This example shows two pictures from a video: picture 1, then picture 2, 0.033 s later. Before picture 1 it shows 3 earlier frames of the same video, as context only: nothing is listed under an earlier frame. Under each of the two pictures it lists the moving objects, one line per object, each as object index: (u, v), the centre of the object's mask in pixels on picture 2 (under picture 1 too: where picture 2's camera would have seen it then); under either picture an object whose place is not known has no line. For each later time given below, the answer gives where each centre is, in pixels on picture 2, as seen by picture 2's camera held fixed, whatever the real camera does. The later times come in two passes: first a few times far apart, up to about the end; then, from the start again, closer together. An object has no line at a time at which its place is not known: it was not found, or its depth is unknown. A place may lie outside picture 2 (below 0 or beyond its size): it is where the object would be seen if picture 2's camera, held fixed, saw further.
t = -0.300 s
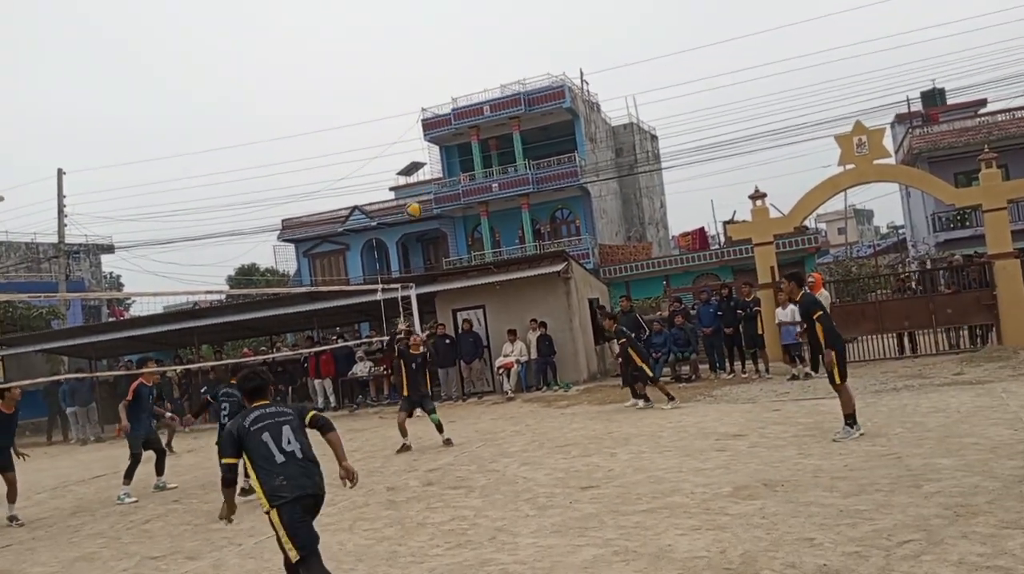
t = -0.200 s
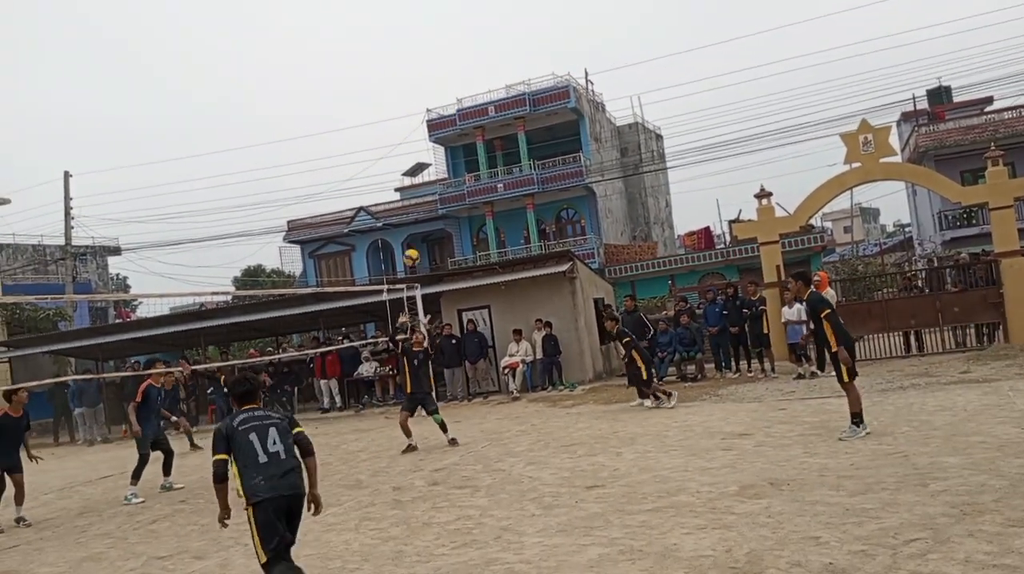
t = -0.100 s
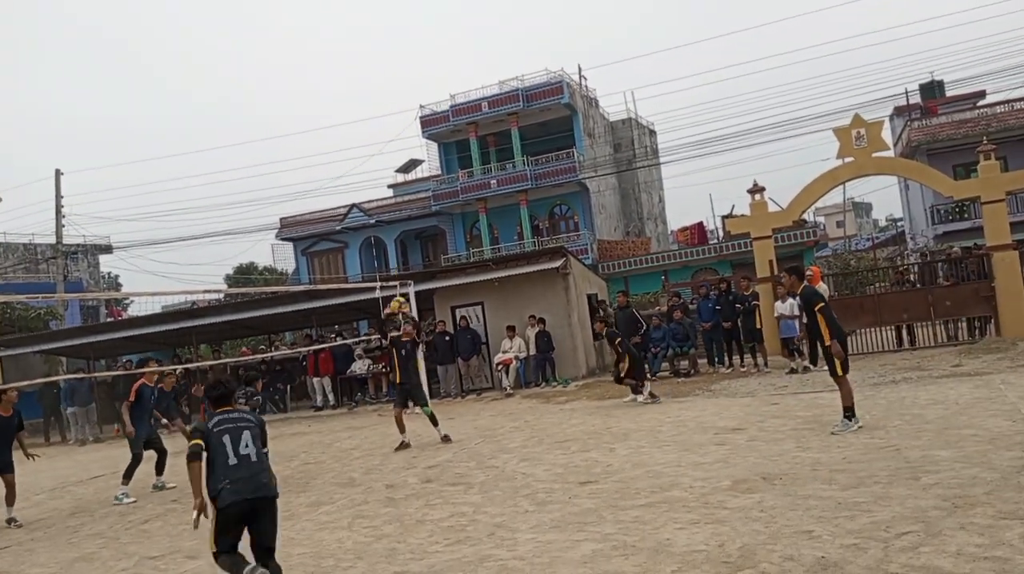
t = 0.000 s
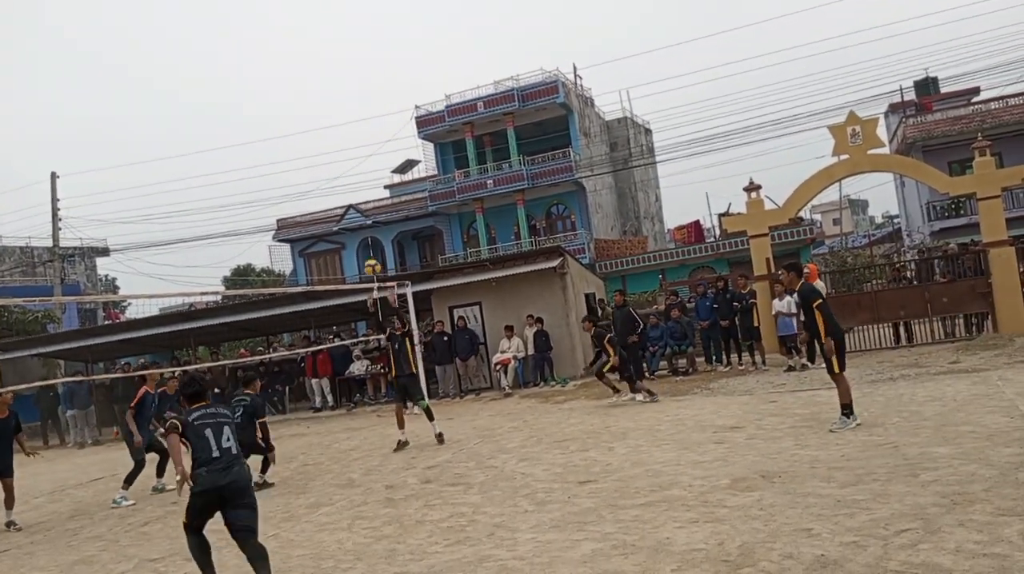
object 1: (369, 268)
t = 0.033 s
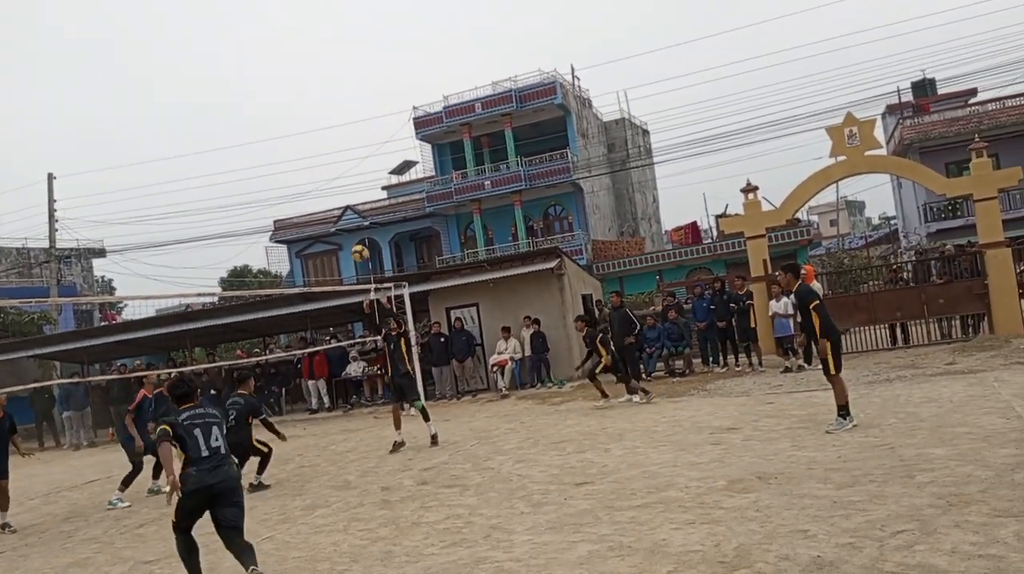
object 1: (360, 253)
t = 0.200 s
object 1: (311, 185)
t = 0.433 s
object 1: (242, 124)
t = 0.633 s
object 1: (181, 103)
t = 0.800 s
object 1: (132, 114)
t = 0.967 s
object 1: (85, 155)
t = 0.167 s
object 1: (320, 197)
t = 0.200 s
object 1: (311, 185)
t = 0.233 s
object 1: (300, 174)
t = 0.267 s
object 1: (291, 163)
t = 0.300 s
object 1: (282, 154)
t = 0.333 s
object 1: (272, 145)
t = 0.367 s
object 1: (261, 137)
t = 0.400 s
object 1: (250, 130)
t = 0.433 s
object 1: (242, 124)
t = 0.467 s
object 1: (233, 118)
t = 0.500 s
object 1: (223, 113)
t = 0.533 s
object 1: (213, 109)
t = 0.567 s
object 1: (201, 106)
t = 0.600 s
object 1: (191, 104)
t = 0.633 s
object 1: (181, 103)
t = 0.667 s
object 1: (172, 103)
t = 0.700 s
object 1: (163, 104)
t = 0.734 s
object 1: (153, 106)
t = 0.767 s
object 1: (143, 109)
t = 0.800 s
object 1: (132, 114)
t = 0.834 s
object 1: (122, 119)
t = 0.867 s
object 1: (112, 126)
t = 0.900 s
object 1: (103, 135)
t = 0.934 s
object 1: (94, 145)
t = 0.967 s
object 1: (85, 155)
